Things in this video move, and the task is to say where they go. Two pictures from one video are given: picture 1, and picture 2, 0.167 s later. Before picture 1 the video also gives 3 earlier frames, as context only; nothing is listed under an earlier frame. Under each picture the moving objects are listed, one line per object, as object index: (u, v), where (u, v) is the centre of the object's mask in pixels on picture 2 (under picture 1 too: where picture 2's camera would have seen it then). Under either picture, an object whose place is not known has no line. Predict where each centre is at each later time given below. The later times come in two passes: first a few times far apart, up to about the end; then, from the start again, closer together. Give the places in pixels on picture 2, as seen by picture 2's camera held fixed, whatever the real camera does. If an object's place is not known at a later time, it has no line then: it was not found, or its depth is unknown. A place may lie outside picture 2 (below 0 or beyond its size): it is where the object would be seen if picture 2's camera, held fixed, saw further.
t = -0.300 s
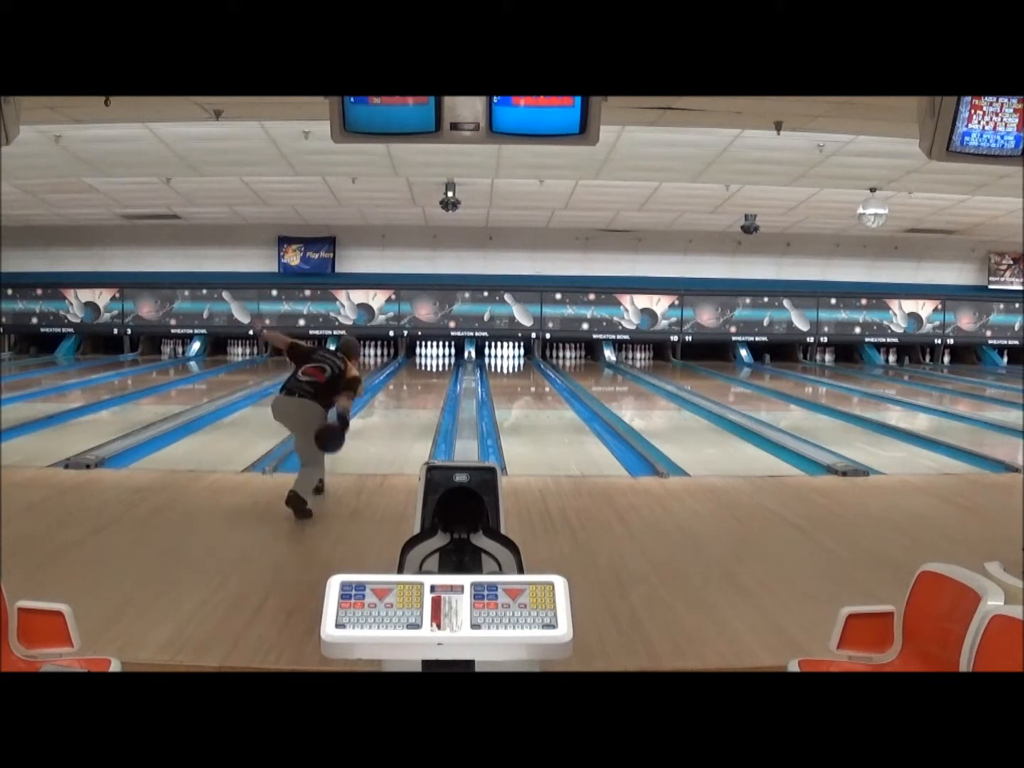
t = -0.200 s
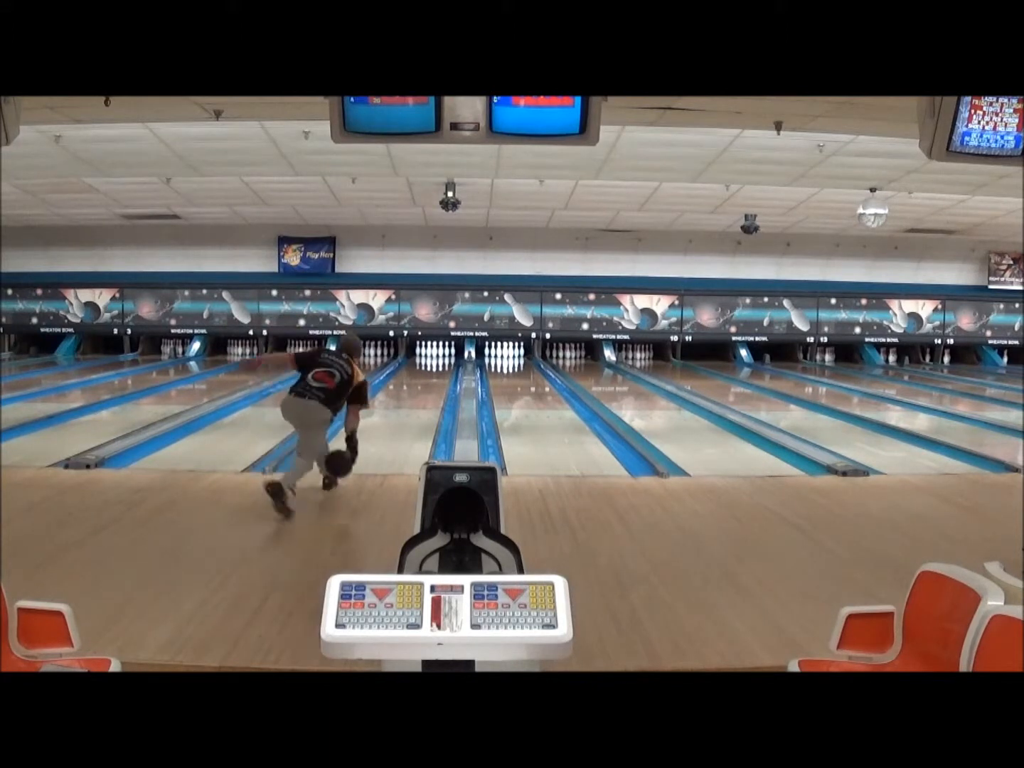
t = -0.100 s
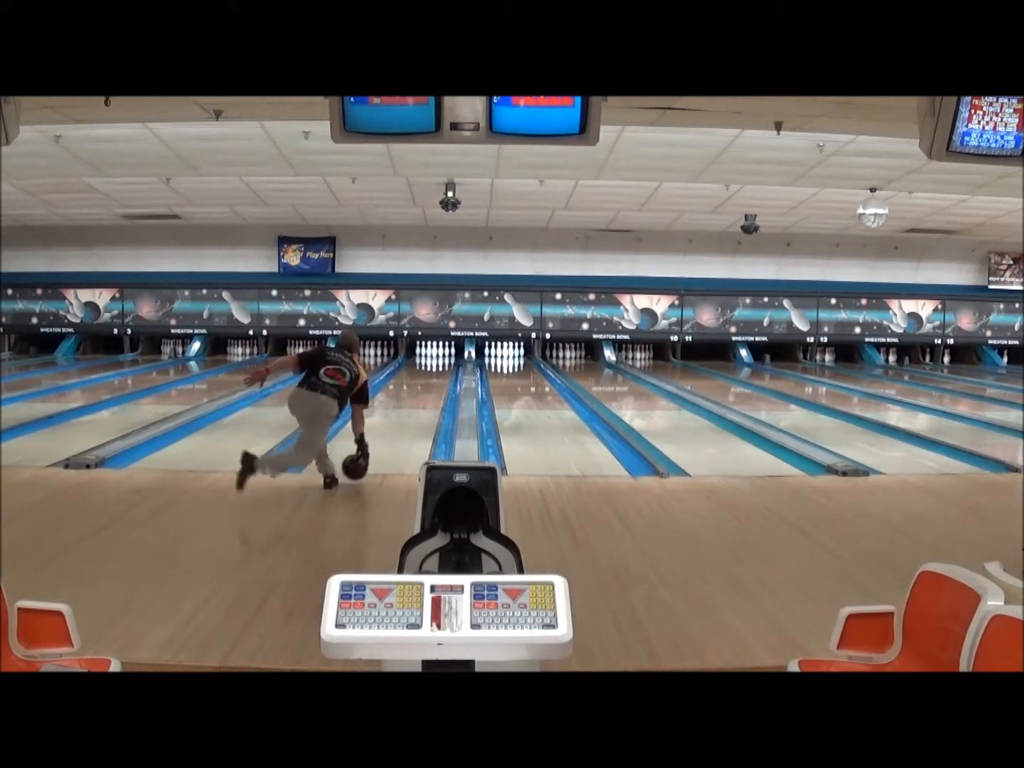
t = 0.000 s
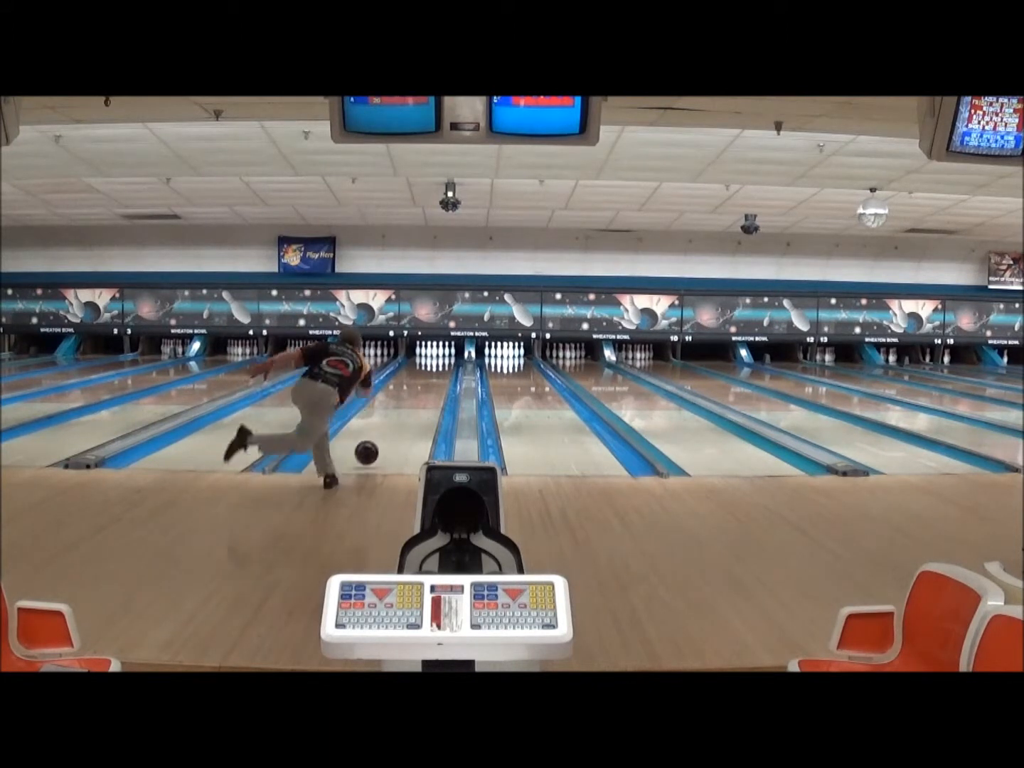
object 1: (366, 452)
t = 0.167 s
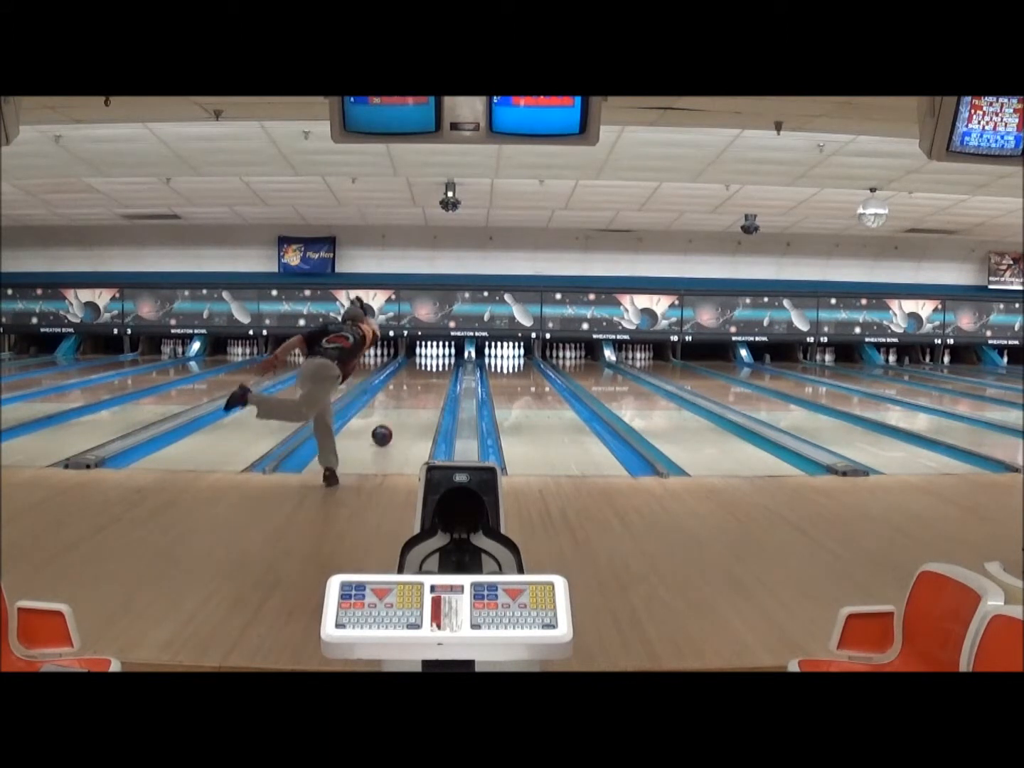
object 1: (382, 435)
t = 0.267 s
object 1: (389, 425)
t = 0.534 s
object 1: (404, 405)
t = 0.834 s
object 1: (415, 390)
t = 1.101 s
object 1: (423, 379)
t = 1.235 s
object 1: (425, 375)
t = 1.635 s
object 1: (431, 365)
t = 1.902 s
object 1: (433, 358)
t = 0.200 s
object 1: (385, 432)
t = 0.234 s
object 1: (387, 428)
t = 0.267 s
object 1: (389, 425)
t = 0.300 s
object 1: (391, 423)
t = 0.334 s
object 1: (393, 420)
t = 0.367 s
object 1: (396, 417)
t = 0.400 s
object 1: (397, 415)
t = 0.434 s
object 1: (399, 412)
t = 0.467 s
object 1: (401, 410)
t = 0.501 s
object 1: (402, 408)
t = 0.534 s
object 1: (404, 405)
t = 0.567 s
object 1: (406, 404)
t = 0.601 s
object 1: (407, 402)
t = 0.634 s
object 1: (409, 400)
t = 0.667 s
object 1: (410, 398)
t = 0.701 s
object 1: (411, 396)
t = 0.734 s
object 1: (412, 394)
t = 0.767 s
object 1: (413, 392)
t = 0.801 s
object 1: (414, 391)
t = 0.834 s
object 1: (415, 390)
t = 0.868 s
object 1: (416, 388)
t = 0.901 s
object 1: (418, 386)
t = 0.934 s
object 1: (418, 385)
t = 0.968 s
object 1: (420, 384)
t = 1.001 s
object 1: (420, 382)
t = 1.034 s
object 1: (421, 381)
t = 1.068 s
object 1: (422, 380)
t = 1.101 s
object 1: (423, 379)
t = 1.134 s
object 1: (424, 378)
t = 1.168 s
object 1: (424, 377)
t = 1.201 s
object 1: (425, 376)
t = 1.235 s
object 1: (425, 375)
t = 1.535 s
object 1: (430, 366)
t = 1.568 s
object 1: (431, 366)
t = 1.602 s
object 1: (431, 365)
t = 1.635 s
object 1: (431, 365)
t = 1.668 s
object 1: (432, 364)
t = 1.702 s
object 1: (433, 364)
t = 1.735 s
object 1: (433, 363)
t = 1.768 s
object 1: (433, 362)
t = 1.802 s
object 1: (433, 360)
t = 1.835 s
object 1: (434, 359)
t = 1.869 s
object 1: (433, 359)
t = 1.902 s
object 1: (433, 358)
